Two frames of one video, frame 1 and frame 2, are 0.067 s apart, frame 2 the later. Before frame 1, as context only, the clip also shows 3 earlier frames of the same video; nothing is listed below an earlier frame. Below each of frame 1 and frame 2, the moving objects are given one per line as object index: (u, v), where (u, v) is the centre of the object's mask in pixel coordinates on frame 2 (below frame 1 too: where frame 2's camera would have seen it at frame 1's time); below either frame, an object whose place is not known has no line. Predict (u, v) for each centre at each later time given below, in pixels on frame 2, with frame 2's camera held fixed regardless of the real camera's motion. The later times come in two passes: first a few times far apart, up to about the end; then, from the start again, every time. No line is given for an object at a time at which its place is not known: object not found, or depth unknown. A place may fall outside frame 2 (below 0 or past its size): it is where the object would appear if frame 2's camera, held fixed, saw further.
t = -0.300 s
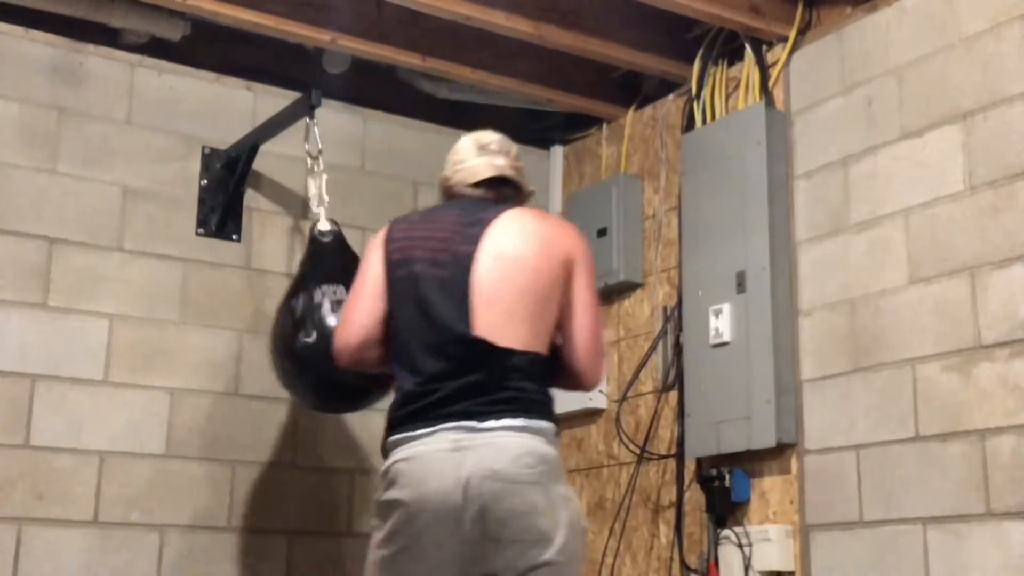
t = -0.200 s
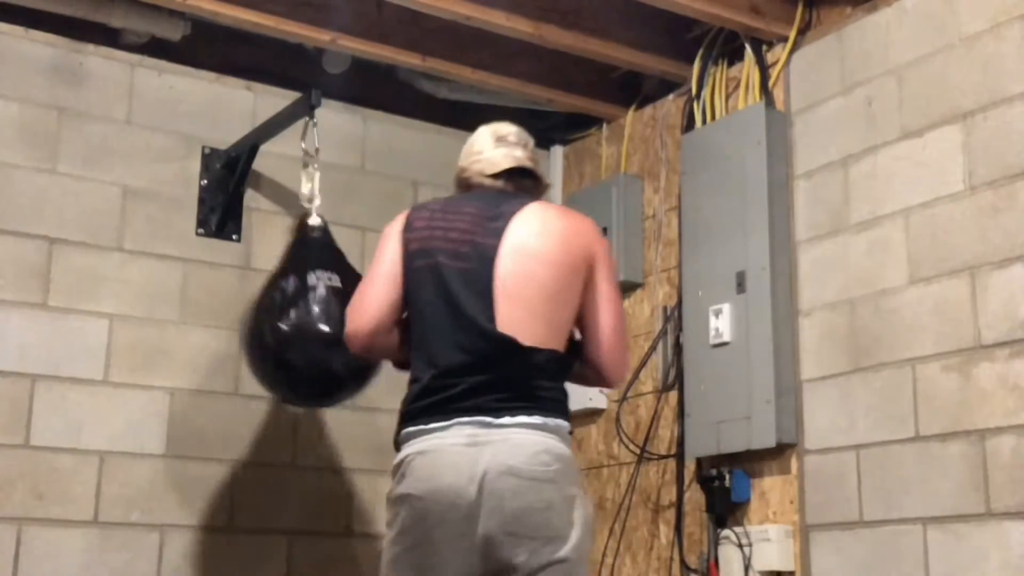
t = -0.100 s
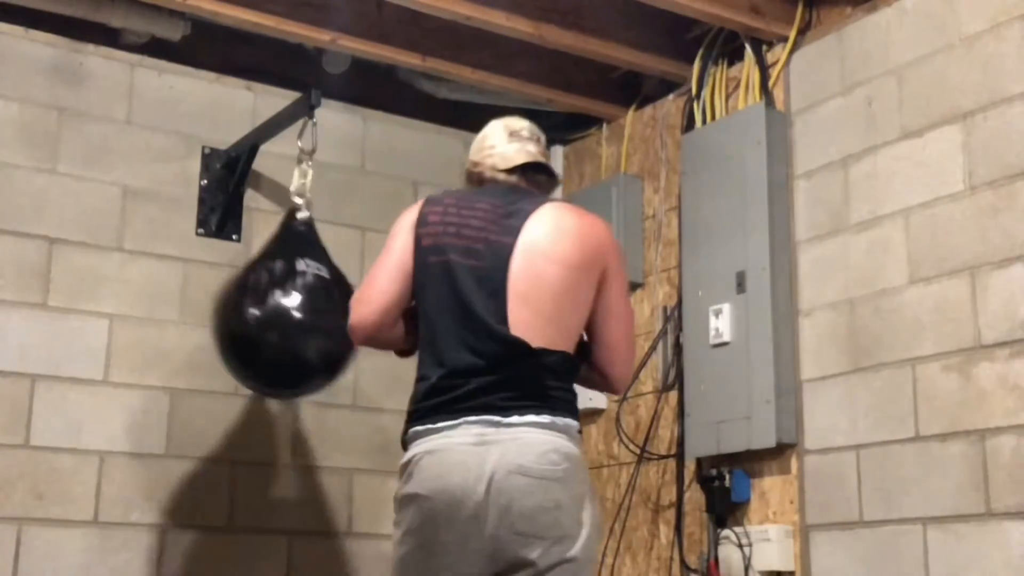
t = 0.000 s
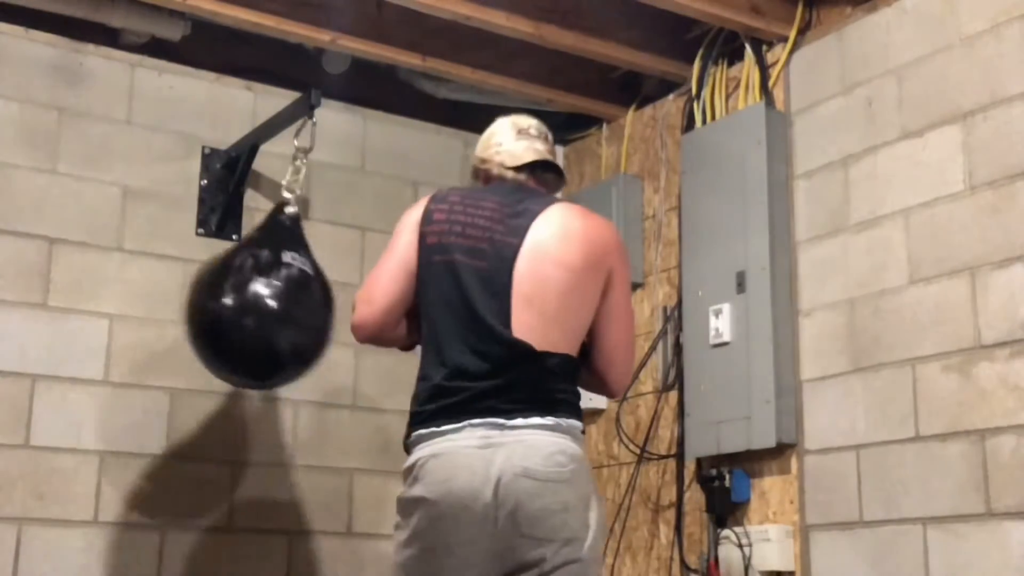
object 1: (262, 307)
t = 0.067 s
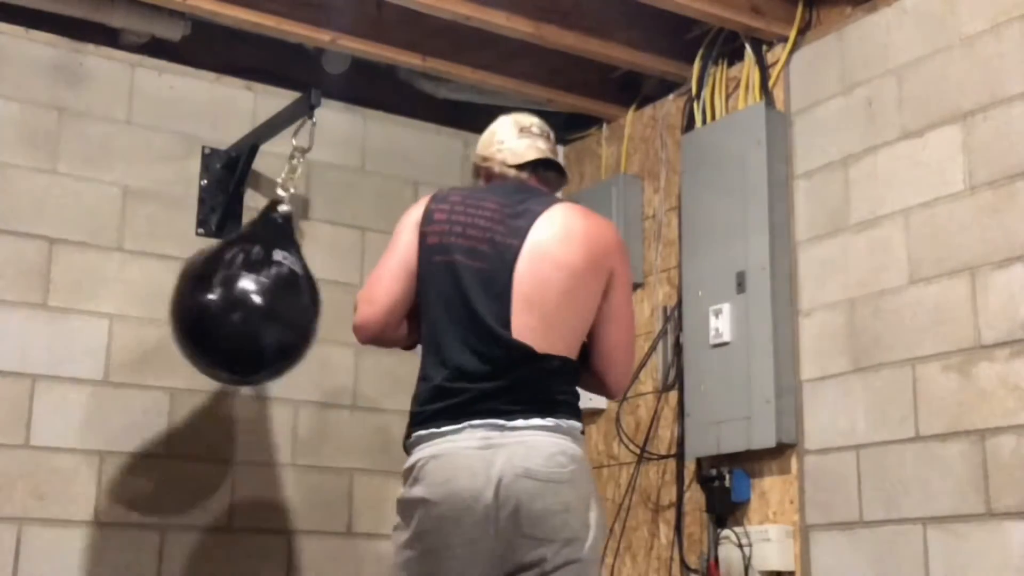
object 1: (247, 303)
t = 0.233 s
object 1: (229, 305)
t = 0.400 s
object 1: (240, 320)
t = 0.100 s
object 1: (242, 302)
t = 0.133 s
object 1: (237, 302)
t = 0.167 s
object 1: (233, 302)
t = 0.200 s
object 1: (230, 303)
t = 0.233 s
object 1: (229, 305)
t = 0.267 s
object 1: (229, 307)
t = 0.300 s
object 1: (230, 310)
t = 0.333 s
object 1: (232, 313)
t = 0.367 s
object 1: (235, 316)
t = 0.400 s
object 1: (240, 320)
